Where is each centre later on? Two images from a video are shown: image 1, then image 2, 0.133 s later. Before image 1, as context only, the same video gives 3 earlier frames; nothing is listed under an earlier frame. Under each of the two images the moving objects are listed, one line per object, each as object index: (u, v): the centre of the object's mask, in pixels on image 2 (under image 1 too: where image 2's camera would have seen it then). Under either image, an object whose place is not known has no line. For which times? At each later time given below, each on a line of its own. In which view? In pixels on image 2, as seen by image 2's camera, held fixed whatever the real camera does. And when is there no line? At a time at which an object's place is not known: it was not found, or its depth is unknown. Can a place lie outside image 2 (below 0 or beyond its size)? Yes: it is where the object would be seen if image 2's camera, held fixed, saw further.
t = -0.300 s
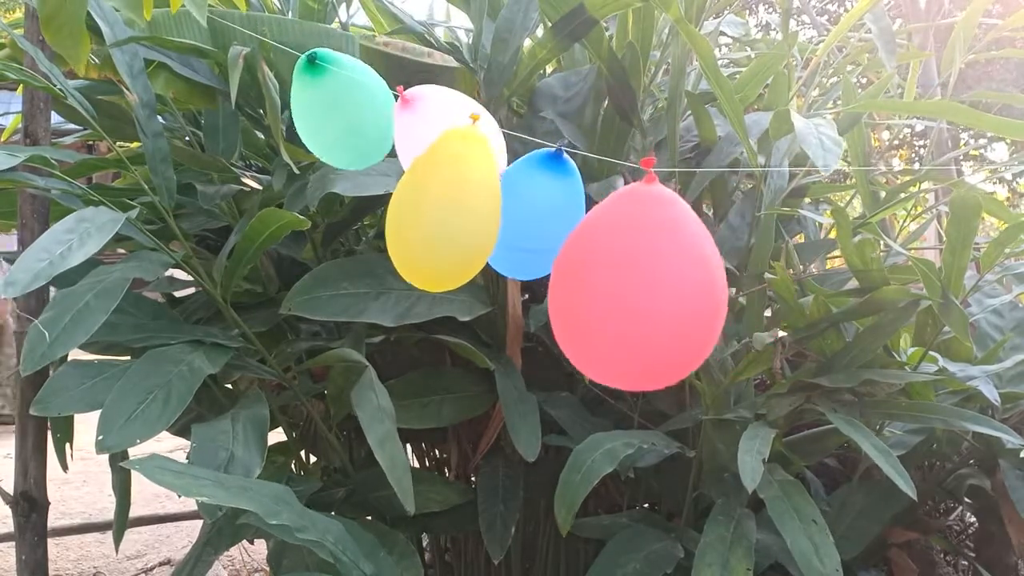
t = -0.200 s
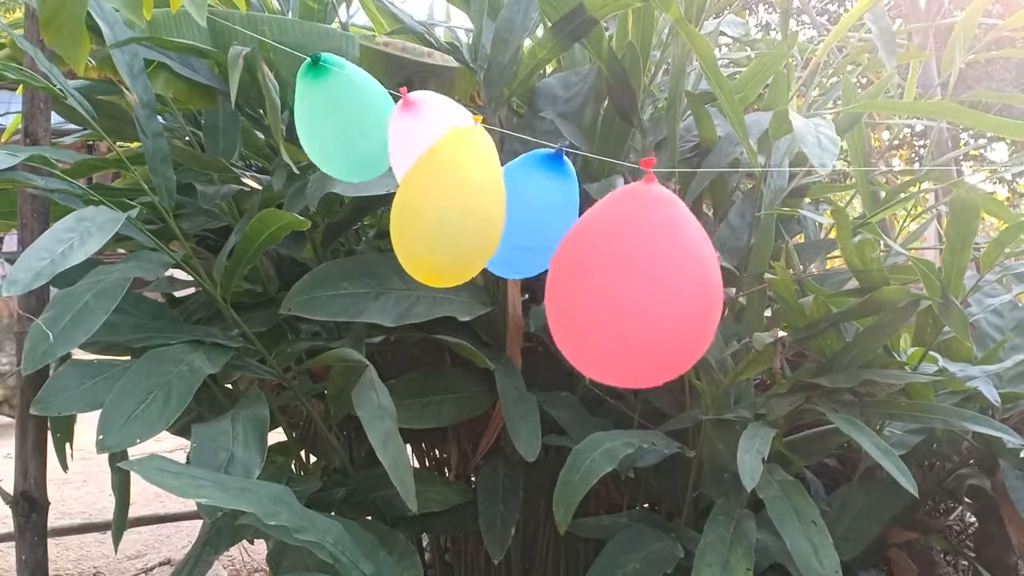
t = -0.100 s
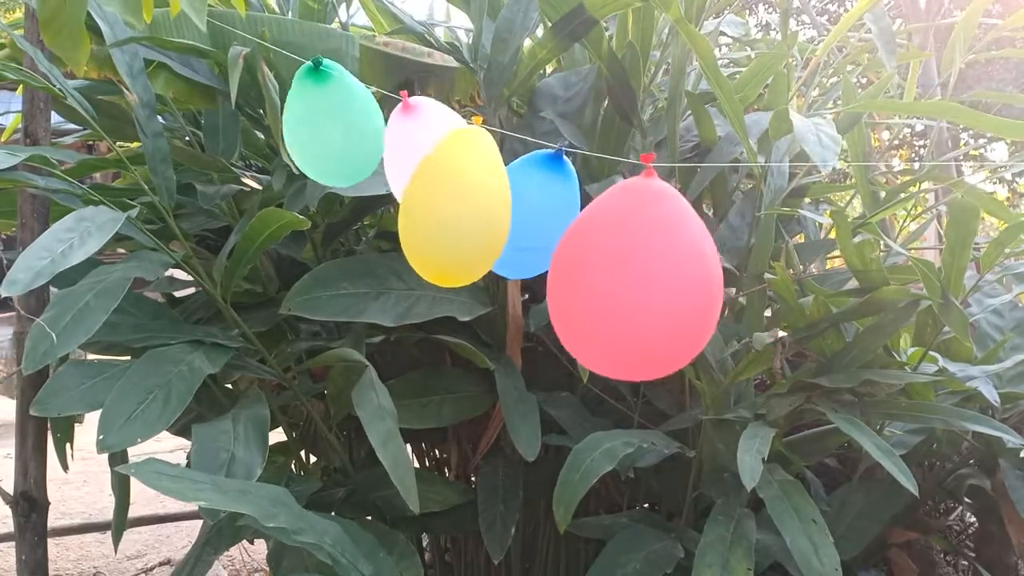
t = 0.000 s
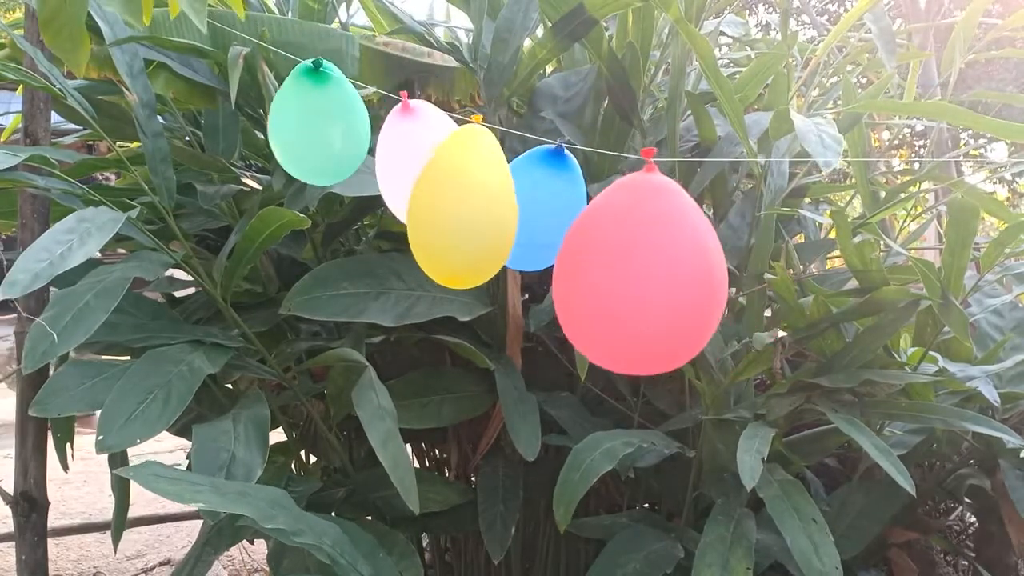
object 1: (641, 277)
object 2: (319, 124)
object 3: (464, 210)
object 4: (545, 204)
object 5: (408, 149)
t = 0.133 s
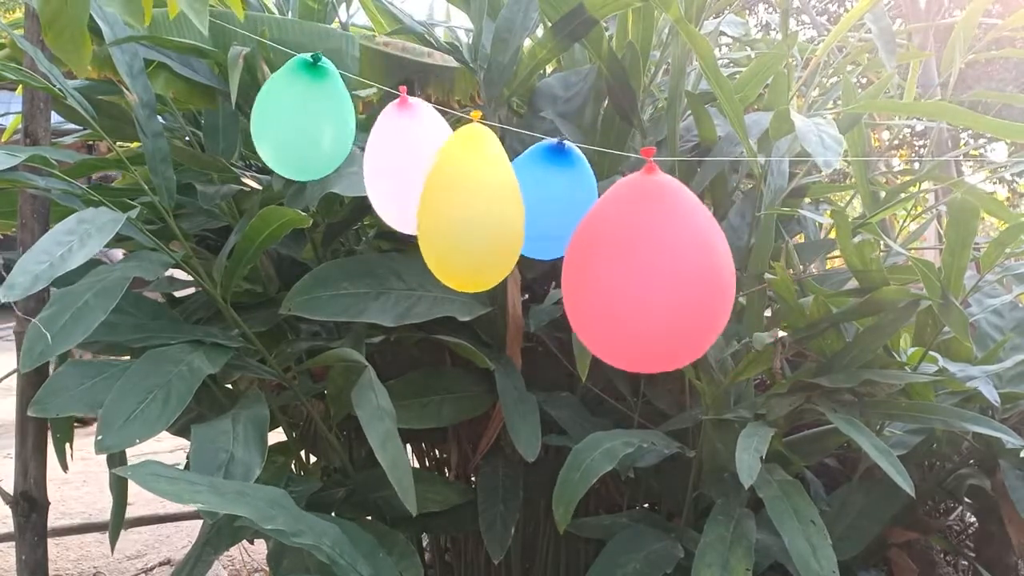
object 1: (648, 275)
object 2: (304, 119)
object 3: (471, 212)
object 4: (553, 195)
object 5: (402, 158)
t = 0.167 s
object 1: (650, 275)
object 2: (301, 118)
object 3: (473, 213)
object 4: (556, 194)
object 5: (401, 160)
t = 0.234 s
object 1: (654, 275)
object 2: (296, 120)
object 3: (475, 211)
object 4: (559, 191)
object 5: (397, 162)
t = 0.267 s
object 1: (656, 275)
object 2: (294, 122)
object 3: (475, 210)
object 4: (561, 190)
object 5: (395, 164)
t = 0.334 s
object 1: (659, 275)
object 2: (292, 127)
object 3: (475, 210)
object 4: (562, 190)
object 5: (391, 167)
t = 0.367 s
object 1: (660, 275)
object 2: (291, 129)
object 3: (475, 211)
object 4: (563, 192)
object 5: (389, 169)
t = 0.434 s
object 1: (663, 275)
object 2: (290, 135)
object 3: (473, 213)
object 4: (563, 196)
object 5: (385, 172)
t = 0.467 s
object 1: (664, 276)
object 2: (288, 138)
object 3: (473, 214)
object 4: (562, 197)
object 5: (384, 174)
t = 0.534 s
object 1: (666, 276)
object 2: (284, 142)
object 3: (473, 214)
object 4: (563, 200)
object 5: (383, 175)
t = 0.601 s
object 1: (669, 277)
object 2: (281, 144)
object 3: (471, 211)
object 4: (563, 203)
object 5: (382, 173)
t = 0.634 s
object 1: (670, 276)
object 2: (281, 143)
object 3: (470, 212)
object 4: (563, 204)
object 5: (382, 171)
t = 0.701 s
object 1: (672, 276)
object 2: (280, 141)
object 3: (469, 210)
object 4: (563, 205)
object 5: (382, 167)
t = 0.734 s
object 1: (673, 275)
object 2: (280, 140)
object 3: (468, 208)
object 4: (563, 205)
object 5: (382, 164)
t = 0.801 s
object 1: (675, 274)
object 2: (279, 141)
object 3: (467, 204)
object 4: (564, 203)
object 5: (382, 159)
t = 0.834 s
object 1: (676, 274)
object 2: (280, 141)
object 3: (467, 202)
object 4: (564, 202)
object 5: (382, 156)
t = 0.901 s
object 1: (678, 270)
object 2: (281, 140)
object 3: (466, 199)
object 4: (564, 201)
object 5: (384, 151)
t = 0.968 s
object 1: (680, 266)
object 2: (283, 138)
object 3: (466, 197)
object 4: (564, 199)
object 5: (385, 148)
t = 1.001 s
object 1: (680, 265)
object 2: (285, 137)
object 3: (466, 197)
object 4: (564, 199)
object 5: (386, 146)
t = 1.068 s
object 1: (681, 263)
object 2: (287, 138)
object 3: (467, 196)
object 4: (564, 198)
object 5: (388, 145)
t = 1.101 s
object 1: (682, 263)
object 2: (288, 139)
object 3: (467, 195)
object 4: (565, 198)
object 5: (388, 145)
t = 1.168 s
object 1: (682, 263)
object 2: (290, 140)
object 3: (468, 196)
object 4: (565, 198)
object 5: (389, 146)
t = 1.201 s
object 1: (682, 264)
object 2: (290, 141)
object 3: (468, 197)
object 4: (565, 198)
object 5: (390, 147)
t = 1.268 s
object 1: (681, 266)
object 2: (291, 142)
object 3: (469, 200)
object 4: (565, 199)
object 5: (390, 150)
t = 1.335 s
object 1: (679, 270)
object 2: (290, 143)
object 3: (469, 203)
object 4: (565, 201)
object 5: (390, 153)
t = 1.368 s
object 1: (678, 272)
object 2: (290, 144)
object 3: (469, 205)
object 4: (565, 203)
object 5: (390, 155)
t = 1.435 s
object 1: (676, 277)
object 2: (289, 146)
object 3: (469, 209)
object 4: (564, 206)
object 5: (389, 161)
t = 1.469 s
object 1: (674, 280)
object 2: (289, 146)
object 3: (469, 212)
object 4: (564, 207)
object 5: (389, 163)
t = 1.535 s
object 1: (671, 283)
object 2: (289, 147)
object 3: (468, 216)
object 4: (562, 211)
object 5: (388, 169)
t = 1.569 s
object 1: (669, 284)
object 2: (289, 148)
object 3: (468, 219)
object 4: (560, 213)
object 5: (387, 172)
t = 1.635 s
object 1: (665, 286)
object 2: (288, 150)
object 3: (467, 222)
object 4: (558, 215)
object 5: (386, 177)
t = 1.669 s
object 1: (663, 286)
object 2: (288, 151)
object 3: (466, 223)
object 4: (556, 215)
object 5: (385, 179)
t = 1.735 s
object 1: (659, 286)
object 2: (288, 151)
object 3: (465, 225)
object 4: (553, 215)
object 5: (383, 183)
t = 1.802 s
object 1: (655, 285)
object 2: (287, 151)
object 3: (464, 225)
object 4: (551, 212)
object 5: (382, 183)
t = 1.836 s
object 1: (653, 284)
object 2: (287, 150)
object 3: (464, 224)
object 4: (551, 211)
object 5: (382, 183)
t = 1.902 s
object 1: (650, 282)
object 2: (286, 149)
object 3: (464, 221)
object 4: (549, 207)
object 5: (381, 181)
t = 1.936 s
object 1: (648, 281)
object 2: (285, 148)
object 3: (464, 219)
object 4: (549, 205)
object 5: (381, 180)
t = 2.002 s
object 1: (645, 277)
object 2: (284, 147)
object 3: (464, 217)
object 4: (547, 202)
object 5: (381, 178)
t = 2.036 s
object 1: (644, 275)
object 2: (284, 146)
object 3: (464, 215)
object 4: (547, 200)
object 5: (380, 177)
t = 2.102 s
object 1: (642, 272)
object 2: (283, 146)
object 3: (463, 213)
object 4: (545, 197)
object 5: (380, 177)
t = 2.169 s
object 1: (641, 269)
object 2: (282, 146)
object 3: (462, 211)
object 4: (544, 194)
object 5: (379, 175)
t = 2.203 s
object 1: (641, 268)
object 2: (282, 146)
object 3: (462, 210)
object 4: (544, 193)
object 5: (379, 174)
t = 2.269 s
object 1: (641, 268)
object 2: (282, 145)
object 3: (462, 209)
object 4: (544, 192)
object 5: (380, 173)
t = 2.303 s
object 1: (641, 268)
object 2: (282, 145)
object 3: (461, 208)
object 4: (544, 192)
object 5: (380, 172)
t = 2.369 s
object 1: (641, 270)
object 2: (282, 145)
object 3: (460, 209)
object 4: (544, 194)
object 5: (380, 170)
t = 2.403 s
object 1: (641, 272)
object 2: (282, 146)
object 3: (460, 209)
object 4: (544, 195)
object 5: (380, 169)
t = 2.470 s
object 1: (640, 275)
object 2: (283, 147)
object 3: (458, 211)
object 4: (543, 197)
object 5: (381, 169)
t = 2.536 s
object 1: (638, 278)
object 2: (283, 150)
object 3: (455, 212)
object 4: (541, 200)
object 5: (381, 168)
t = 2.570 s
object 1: (637, 280)
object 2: (283, 151)
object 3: (454, 214)
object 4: (541, 202)
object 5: (381, 168)
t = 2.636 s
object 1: (635, 282)
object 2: (283, 154)
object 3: (452, 215)
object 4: (539, 204)
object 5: (381, 167)
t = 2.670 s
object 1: (634, 283)
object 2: (283, 155)
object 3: (450, 216)
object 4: (538, 206)
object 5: (381, 167)
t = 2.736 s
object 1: (632, 285)
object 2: (283, 157)
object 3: (448, 218)
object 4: (536, 207)
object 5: (381, 166)
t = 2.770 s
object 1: (631, 286)
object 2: (283, 157)
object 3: (447, 218)
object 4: (536, 208)
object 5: (380, 166)
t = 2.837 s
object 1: (629, 287)
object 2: (282, 159)
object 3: (445, 219)
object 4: (535, 208)
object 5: (380, 166)
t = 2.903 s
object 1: (628, 288)
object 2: (282, 160)
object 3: (445, 220)
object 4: (534, 209)
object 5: (379, 167)
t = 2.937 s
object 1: (628, 289)
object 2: (283, 160)
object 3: (445, 220)
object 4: (534, 210)
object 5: (378, 168)
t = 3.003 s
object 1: (628, 289)
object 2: (281, 161)
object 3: (445, 221)
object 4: (534, 211)
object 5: (377, 171)
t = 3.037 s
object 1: (629, 289)
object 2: (280, 162)
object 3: (445, 221)
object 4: (534, 213)
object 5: (377, 173)
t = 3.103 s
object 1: (632, 289)
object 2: (278, 163)
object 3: (446, 221)
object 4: (534, 215)
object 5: (375, 177)
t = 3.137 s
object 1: (634, 289)
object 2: (278, 163)
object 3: (446, 221)
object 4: (534, 217)
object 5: (374, 179)
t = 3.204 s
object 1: (638, 289)
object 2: (276, 163)
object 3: (446, 220)
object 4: (534, 220)
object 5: (373, 181)
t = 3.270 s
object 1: (641, 291)
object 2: (275, 161)
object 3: (445, 219)
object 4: (535, 224)
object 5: (371, 182)
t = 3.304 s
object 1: (643, 292)
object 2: (275, 160)
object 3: (445, 219)
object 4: (535, 225)
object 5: (371, 183)
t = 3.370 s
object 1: (645, 295)
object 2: (273, 158)
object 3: (445, 218)
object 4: (535, 227)
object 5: (370, 183)
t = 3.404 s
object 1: (645, 295)
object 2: (272, 158)
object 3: (445, 218)
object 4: (535, 228)
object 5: (369, 183)
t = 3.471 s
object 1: (646, 296)
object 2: (270, 157)
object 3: (444, 216)
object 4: (534, 229)
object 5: (366, 184)
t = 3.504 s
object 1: (647, 295)
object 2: (269, 156)
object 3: (443, 215)
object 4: (533, 230)
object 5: (365, 185)
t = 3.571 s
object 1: (647, 294)
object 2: (266, 157)
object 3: (442, 213)
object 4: (531, 231)
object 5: (362, 187)
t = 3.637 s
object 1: (647, 291)
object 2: (263, 157)
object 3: (440, 211)
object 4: (530, 231)
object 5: (360, 188)
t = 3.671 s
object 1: (647, 290)
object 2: (263, 156)
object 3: (440, 209)
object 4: (530, 230)
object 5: (359, 189)
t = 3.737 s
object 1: (647, 288)
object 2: (263, 154)
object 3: (442, 206)
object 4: (530, 227)
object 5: (359, 187)
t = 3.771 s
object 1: (647, 287)
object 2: (263, 153)
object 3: (443, 204)
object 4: (531, 226)
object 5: (360, 185)
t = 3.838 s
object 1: (647, 285)
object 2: (265, 148)
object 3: (445, 202)
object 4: (532, 223)
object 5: (362, 181)
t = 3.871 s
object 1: (647, 284)
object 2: (266, 147)
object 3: (446, 202)
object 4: (533, 221)
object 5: (364, 179)
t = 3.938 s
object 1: (647, 282)
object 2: (268, 144)
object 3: (448, 201)
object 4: (535, 219)
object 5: (366, 177)
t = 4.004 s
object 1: (648, 279)
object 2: (268, 145)
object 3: (450, 203)
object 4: (536, 217)
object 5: (368, 177)
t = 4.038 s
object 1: (649, 278)
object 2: (268, 147)
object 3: (451, 204)
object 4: (537, 216)
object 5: (369, 178)
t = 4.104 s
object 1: (650, 276)
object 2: (269, 150)
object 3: (453, 208)
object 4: (539, 215)
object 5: (371, 181)
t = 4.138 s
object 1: (650, 275)
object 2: (270, 151)
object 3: (454, 210)
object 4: (539, 214)
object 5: (373, 182)
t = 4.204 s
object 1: (652, 274)
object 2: (273, 153)
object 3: (455, 216)
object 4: (541, 214)
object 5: (376, 182)
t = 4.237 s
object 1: (653, 275)
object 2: (276, 154)
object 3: (455, 219)
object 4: (542, 214)
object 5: (377, 181)
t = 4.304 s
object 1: (654, 277)
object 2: (281, 155)
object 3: (456, 221)
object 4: (543, 214)
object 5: (380, 179)
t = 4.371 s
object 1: (655, 279)
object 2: (286, 154)
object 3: (456, 222)
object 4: (544, 215)
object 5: (383, 176)
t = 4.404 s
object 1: (656, 281)
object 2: (289, 154)
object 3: (456, 222)
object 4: (545, 216)
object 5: (384, 174)
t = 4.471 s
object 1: (656, 284)
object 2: (291, 152)
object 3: (456, 221)
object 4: (546, 218)
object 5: (387, 170)
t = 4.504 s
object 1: (656, 284)
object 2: (293, 150)
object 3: (456, 220)
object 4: (546, 218)
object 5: (388, 168)
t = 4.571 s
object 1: (656, 285)
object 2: (294, 149)
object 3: (455, 219)
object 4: (546, 218)
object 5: (390, 165)
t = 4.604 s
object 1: (656, 285)
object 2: (294, 149)
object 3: (455, 218)
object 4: (546, 218)
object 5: (391, 163)
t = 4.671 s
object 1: (655, 285)
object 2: (295, 149)
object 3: (455, 217)
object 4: (546, 216)
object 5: (391, 161)
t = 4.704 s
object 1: (654, 285)
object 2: (295, 148)
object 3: (454, 217)
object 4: (546, 214)
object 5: (391, 160)
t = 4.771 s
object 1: (652, 285)
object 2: (295, 149)
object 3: (454, 217)
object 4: (546, 213)
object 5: (390, 160)
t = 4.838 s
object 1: (650, 286)
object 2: (294, 150)
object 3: (455, 217)
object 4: (546, 213)
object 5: (389, 161)
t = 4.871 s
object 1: (649, 288)
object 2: (293, 150)
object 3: (455, 217)
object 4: (546, 213)
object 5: (389, 162)
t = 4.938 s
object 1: (647, 289)
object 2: (291, 152)
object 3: (454, 218)
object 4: (544, 216)
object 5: (386, 166)
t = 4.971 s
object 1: (646, 291)
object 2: (289, 154)
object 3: (454, 219)
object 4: (544, 218)
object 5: (385, 169)
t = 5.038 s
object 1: (645, 292)
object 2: (286, 158)
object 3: (452, 221)
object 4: (541, 222)
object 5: (382, 175)
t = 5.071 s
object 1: (644, 293)
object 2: (283, 160)
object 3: (451, 223)
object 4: (540, 224)
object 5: (380, 178)
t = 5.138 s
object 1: (645, 295)
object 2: (279, 163)
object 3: (449, 226)
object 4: (538, 228)
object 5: (375, 185)
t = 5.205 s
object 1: (646, 296)
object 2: (274, 167)
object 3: (448, 228)
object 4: (537, 232)
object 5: (371, 191)
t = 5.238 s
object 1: (647, 297)
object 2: (272, 167)
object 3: (447, 228)
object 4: (537, 234)
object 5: (369, 193)
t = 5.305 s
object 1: (649, 300)
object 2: (268, 167)
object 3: (448, 227)
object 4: (536, 237)
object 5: (367, 196)
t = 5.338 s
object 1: (650, 300)
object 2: (267, 165)
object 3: (448, 225)
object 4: (537, 238)
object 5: (366, 197)
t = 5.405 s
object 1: (653, 301)
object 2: (263, 163)
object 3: (450, 222)
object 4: (537, 240)
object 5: (363, 197)
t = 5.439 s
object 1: (655, 300)
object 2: (261, 162)
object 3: (450, 220)
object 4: (537, 241)
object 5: (362, 197)
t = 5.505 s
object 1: (658, 298)
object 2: (259, 159)
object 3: (452, 216)
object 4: (538, 241)
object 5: (361, 197)
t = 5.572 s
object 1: (661, 295)
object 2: (258, 157)
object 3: (453, 211)
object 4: (538, 241)
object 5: (360, 196)
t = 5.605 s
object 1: (662, 292)
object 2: (258, 156)
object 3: (454, 208)
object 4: (538, 240)
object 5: (360, 195)
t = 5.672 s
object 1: (664, 289)
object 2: (258, 153)
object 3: (455, 203)
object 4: (539, 238)
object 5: (361, 193)
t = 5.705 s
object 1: (665, 288)
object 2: (259, 151)
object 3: (456, 201)
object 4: (539, 237)
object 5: (362, 191)
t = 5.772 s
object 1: (667, 285)
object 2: (261, 149)
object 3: (457, 198)
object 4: (540, 235)
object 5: (363, 189)
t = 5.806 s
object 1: (667, 284)
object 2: (262, 148)
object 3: (457, 196)
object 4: (541, 234)
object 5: (364, 187)
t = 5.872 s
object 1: (668, 283)
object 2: (264, 147)
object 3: (459, 195)
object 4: (542, 233)
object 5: (366, 186)
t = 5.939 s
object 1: (668, 283)
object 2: (267, 149)
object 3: (459, 196)
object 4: (543, 232)
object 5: (368, 186)
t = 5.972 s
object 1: (668, 283)
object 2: (268, 150)
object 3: (460, 197)
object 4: (543, 231)
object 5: (369, 186)
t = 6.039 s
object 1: (667, 283)
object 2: (271, 154)
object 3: (461, 200)
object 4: (544, 232)
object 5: (371, 188)
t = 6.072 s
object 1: (667, 284)
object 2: (272, 156)
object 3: (462, 202)
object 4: (545, 232)
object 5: (372, 190)
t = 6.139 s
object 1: (666, 286)
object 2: (274, 159)
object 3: (462, 206)
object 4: (546, 233)
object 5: (374, 192)
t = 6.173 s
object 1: (666, 288)
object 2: (275, 161)
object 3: (463, 209)
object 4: (546, 234)
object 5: (374, 193)
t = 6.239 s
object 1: (665, 290)
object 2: (276, 163)
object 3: (463, 213)
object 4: (547, 235)
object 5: (375, 195)
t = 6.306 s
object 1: (664, 293)
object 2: (276, 164)
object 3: (463, 216)
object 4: (547, 236)
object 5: (375, 196)
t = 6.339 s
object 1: (663, 294)
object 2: (277, 164)
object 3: (463, 217)
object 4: (547, 236)
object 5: (375, 196)
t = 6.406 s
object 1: (661, 295)
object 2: (276, 163)
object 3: (463, 218)
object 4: (547, 236)
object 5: (375, 196)
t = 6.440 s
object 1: (661, 296)
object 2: (276, 164)
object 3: (463, 219)
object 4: (547, 236)
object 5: (375, 196)
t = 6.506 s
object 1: (659, 295)
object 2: (276, 163)
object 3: (463, 218)
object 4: (547, 235)
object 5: (374, 195)
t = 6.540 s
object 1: (659, 294)
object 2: (275, 162)
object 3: (463, 217)
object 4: (546, 234)
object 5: (374, 195)
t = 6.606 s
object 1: (659, 291)
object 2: (274, 161)
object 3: (462, 215)
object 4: (545, 233)
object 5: (373, 194)
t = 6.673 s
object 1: (658, 288)
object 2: (273, 160)
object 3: (463, 212)
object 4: (545, 232)
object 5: (373, 193)
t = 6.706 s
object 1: (658, 287)
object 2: (273, 159)
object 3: (463, 210)
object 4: (544, 231)
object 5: (372, 193)
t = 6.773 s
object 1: (659, 283)
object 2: (271, 157)
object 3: (463, 205)
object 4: (544, 231)
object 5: (372, 191)
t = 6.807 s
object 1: (660, 281)
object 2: (270, 156)
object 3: (464, 203)
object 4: (544, 231)
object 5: (371, 191)
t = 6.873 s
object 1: (661, 280)
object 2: (269, 152)
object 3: (465, 198)
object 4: (543, 231)
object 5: (371, 189)
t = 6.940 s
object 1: (662, 279)
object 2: (268, 151)
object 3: (466, 196)
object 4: (543, 231)
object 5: (371, 188)
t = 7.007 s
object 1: (664, 278)
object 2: (267, 148)
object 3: (467, 192)
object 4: (543, 232)
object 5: (370, 185)
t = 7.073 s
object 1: (666, 278)
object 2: (265, 146)
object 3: (469, 189)
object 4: (544, 233)
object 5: (370, 184)
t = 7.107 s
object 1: (667, 279)
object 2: (265, 144)
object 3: (470, 188)
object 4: (544, 233)
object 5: (370, 184)
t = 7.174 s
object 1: (668, 280)
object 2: (264, 143)
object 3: (472, 186)
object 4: (544, 236)
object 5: (370, 183)
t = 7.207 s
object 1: (669, 281)
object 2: (263, 143)
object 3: (473, 186)
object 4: (544, 237)
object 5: (370, 183)
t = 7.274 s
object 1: (671, 283)
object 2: (262, 142)
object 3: (474, 185)
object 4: (544, 240)
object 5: (369, 183)
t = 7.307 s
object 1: (672, 284)
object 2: (262, 142)
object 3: (475, 186)
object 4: (544, 241)
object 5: (369, 184)
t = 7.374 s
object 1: (673, 287)
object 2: (261, 143)
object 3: (476, 187)
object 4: (545, 244)
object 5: (369, 185)
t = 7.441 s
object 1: (673, 289)
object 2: (260, 144)
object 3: (476, 189)
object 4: (545, 246)
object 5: (368, 186)
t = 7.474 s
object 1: (673, 290)
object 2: (260, 144)
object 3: (476, 190)
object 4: (545, 247)
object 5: (368, 187)
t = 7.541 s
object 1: (673, 293)
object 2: (260, 145)
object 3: (476, 192)
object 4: (546, 248)
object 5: (368, 188)
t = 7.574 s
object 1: (673, 294)
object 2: (260, 145)
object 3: (476, 193)
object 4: (546, 248)
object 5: (368, 189)
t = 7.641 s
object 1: (673, 295)
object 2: (260, 146)
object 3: (476, 195)
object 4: (547, 248)
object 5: (368, 190)
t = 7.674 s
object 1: (673, 295)
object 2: (260, 146)
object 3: (475, 196)
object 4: (547, 248)
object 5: (369, 190)
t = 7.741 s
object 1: (673, 295)
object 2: (261, 148)
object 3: (475, 199)
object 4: (548, 248)
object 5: (369, 191)
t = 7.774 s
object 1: (673, 295)
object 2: (262, 149)
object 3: (474, 199)
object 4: (548, 247)
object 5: (369, 192)
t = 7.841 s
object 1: (673, 293)
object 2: (262, 151)
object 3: (473, 202)
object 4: (549, 244)
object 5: (370, 192)
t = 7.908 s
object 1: (673, 292)
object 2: (263, 152)
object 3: (473, 204)
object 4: (550, 242)
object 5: (370, 193)
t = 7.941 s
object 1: (673, 291)
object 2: (264, 152)
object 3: (472, 204)
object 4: (551, 240)
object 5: (370, 193)
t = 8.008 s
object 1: (673, 290)
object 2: (266, 152)
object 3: (472, 206)
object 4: (552, 238)
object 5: (371, 192)
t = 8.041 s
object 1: (673, 289)
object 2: (266, 153)
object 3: (472, 207)
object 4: (552, 236)
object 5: (372, 192)
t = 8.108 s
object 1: (674, 288)
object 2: (268, 153)
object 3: (472, 207)
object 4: (554, 234)
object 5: (373, 192)
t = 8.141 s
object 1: (674, 288)
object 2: (269, 154)
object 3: (472, 208)
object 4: (555, 233)
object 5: (374, 192)
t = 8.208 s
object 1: (676, 287)
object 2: (271, 155)
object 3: (473, 209)
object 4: (556, 232)
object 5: (375, 192)
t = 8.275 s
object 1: (677, 287)
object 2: (273, 156)
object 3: (474, 210)
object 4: (557, 231)
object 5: (377, 192)
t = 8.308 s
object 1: (677, 286)
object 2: (273, 156)
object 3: (474, 210)
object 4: (558, 231)
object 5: (377, 192)
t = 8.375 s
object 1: (679, 287)
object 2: (275, 157)
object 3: (475, 212)
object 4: (559, 232)
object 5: (379, 193)
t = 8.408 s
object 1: (679, 287)
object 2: (276, 158)
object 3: (475, 213)
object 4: (559, 232)
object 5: (379, 193)
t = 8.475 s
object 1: (680, 287)
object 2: (277, 159)
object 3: (476, 213)
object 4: (560, 232)
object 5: (380, 194)
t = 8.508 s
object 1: (680, 287)
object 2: (277, 160)
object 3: (476, 214)
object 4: (561, 232)
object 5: (380, 194)
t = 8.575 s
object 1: (681, 287)
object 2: (278, 160)
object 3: (477, 214)
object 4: (561, 232)
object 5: (381, 194)
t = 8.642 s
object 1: (681, 287)
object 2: (279, 159)
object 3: (477, 215)
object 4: (561, 231)
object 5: (382, 194)
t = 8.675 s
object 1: (681, 287)
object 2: (279, 159)
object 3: (477, 215)
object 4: (561, 231)
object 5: (382, 194)
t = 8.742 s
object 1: (680, 286)
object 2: (280, 160)
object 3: (478, 214)
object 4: (562, 230)
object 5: (383, 193)
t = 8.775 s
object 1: (680, 286)
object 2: (280, 160)
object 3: (478, 214)
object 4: (562, 229)
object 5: (384, 193)
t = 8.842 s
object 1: (680, 285)
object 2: (282, 159)
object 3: (479, 213)
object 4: (562, 228)
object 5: (385, 193)
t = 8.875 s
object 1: (679, 284)
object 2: (282, 159)
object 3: (480, 213)
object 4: (562, 228)
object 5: (386, 192)
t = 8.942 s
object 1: (678, 284)
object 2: (284, 158)
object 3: (481, 211)
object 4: (562, 227)
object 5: (388, 191)
